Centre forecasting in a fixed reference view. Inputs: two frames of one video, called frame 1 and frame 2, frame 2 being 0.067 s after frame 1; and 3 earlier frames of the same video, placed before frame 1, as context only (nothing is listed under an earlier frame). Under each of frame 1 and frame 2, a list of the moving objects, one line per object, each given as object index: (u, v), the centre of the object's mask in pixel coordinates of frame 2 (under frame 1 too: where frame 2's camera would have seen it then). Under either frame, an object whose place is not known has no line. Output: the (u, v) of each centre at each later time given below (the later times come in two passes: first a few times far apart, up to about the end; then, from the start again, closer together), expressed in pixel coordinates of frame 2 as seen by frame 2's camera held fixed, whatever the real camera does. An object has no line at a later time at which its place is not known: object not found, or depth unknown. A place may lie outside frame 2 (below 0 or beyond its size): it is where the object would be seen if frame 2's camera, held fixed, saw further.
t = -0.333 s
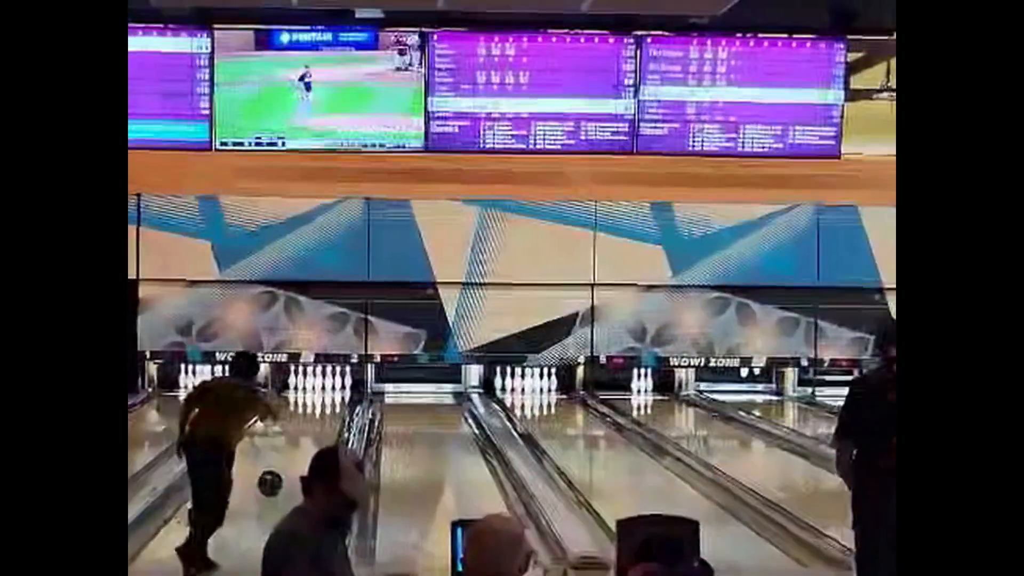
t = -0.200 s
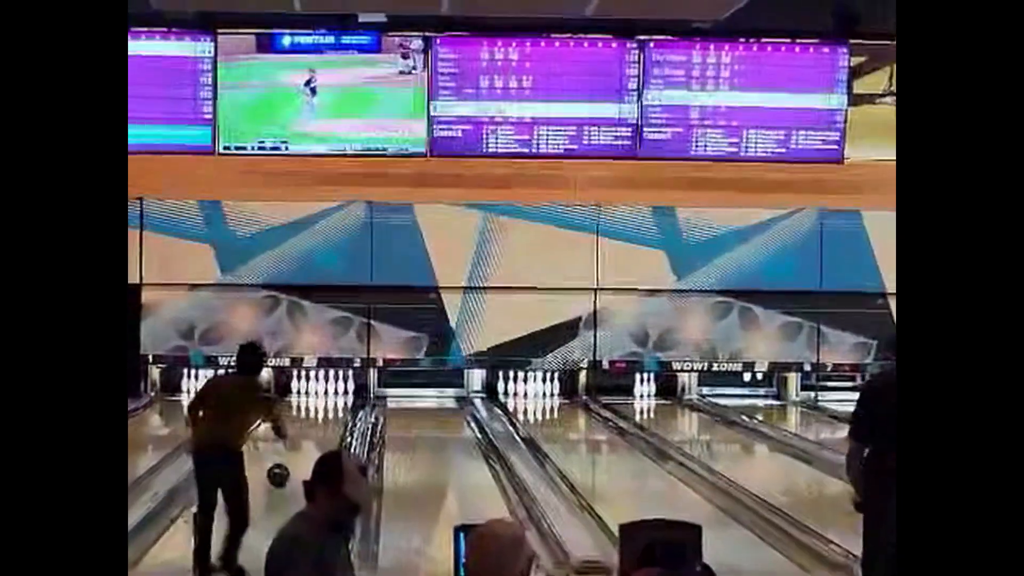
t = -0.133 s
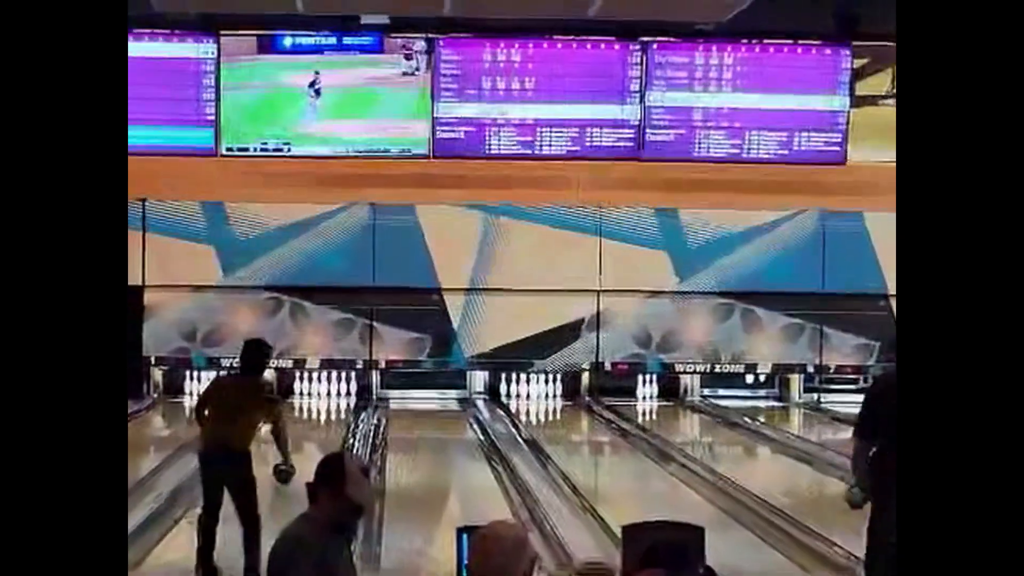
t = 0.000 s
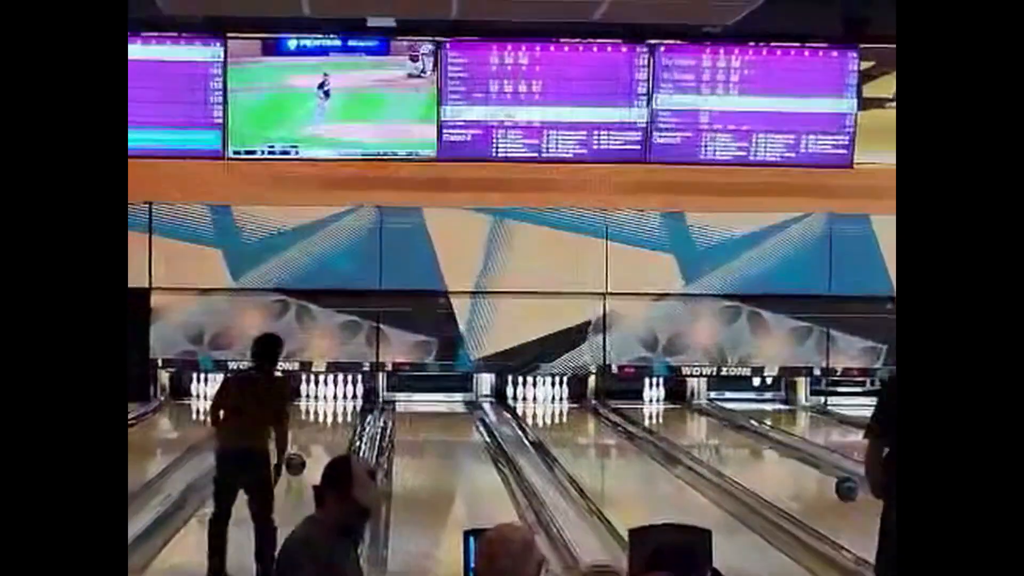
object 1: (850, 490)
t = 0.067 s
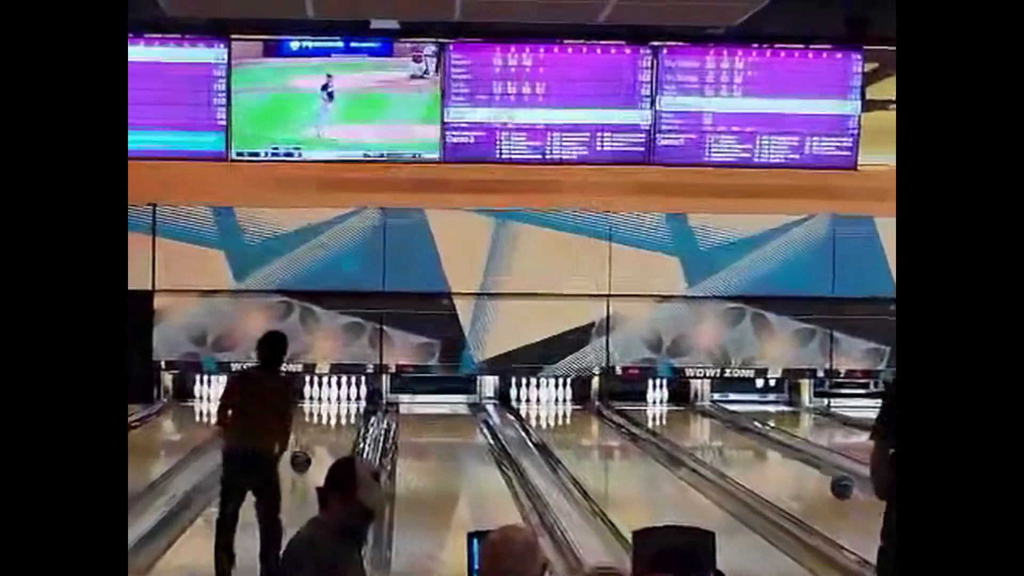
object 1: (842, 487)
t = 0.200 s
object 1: (823, 480)
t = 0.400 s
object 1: (804, 466)
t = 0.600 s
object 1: (786, 457)
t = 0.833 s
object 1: (766, 446)
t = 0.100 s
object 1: (837, 485)
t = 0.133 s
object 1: (833, 483)
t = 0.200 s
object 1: (823, 480)
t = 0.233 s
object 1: (821, 479)
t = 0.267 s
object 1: (818, 476)
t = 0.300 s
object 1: (814, 473)
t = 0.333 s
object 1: (811, 470)
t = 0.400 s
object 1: (804, 466)
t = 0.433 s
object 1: (801, 465)
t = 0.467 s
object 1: (798, 463)
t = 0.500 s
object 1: (795, 461)
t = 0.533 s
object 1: (792, 460)
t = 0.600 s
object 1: (786, 457)
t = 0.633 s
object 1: (782, 454)
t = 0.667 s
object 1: (781, 453)
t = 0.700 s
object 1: (778, 453)
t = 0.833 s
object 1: (766, 446)
